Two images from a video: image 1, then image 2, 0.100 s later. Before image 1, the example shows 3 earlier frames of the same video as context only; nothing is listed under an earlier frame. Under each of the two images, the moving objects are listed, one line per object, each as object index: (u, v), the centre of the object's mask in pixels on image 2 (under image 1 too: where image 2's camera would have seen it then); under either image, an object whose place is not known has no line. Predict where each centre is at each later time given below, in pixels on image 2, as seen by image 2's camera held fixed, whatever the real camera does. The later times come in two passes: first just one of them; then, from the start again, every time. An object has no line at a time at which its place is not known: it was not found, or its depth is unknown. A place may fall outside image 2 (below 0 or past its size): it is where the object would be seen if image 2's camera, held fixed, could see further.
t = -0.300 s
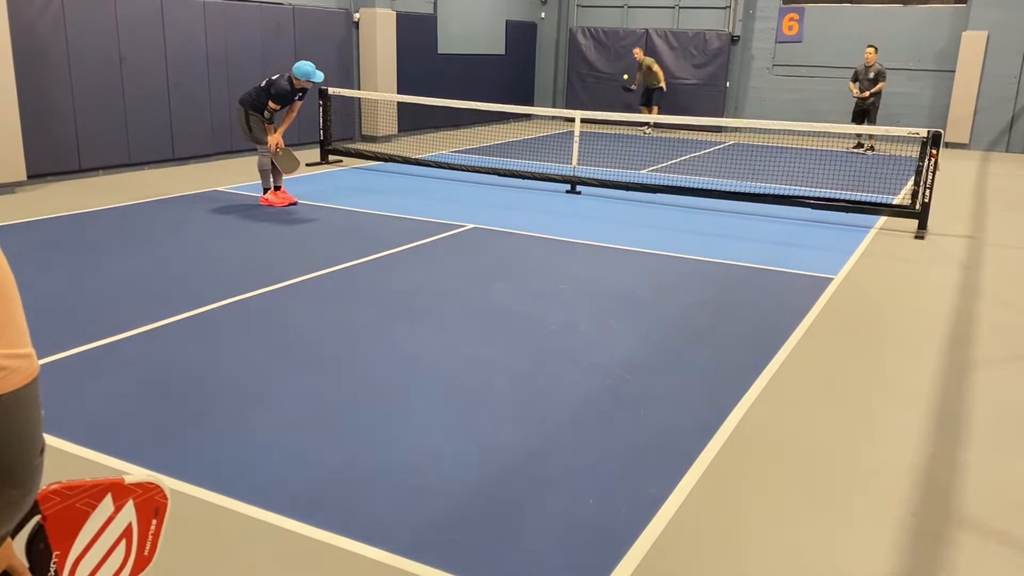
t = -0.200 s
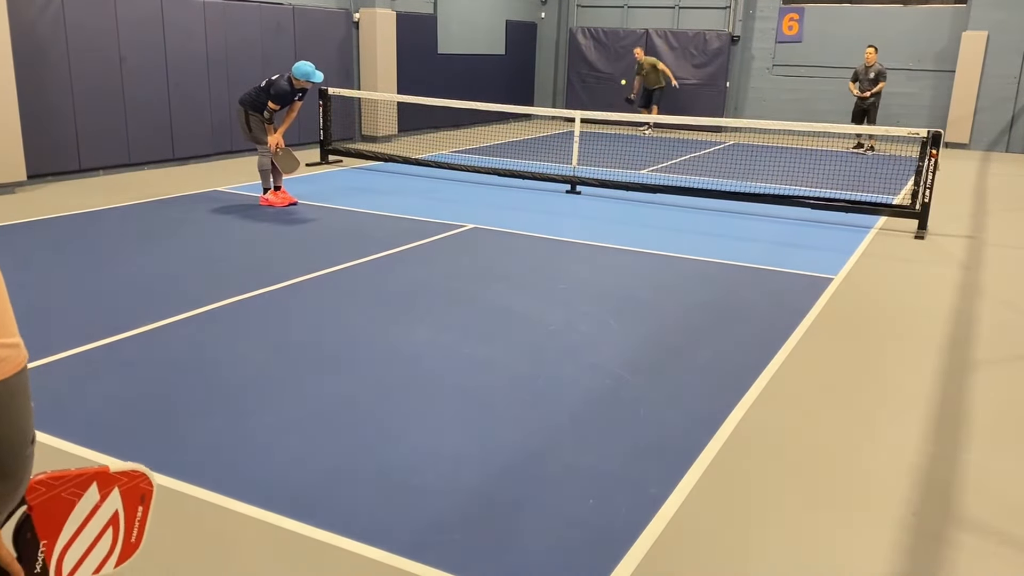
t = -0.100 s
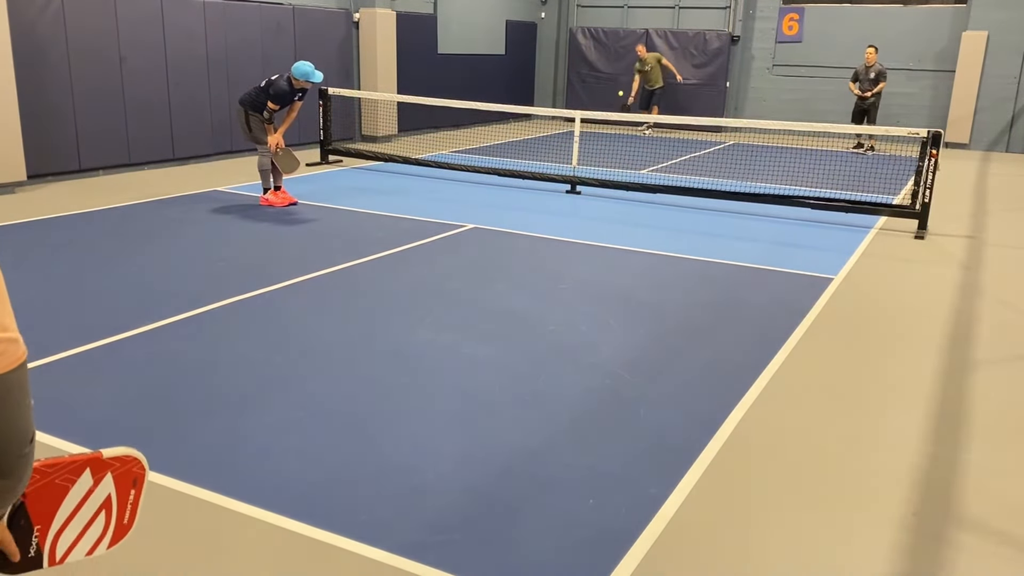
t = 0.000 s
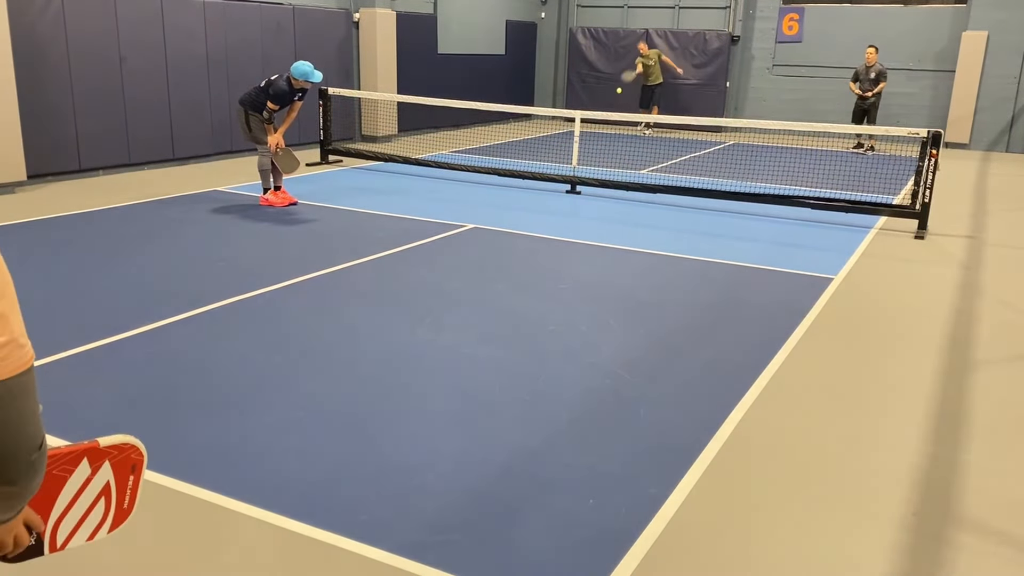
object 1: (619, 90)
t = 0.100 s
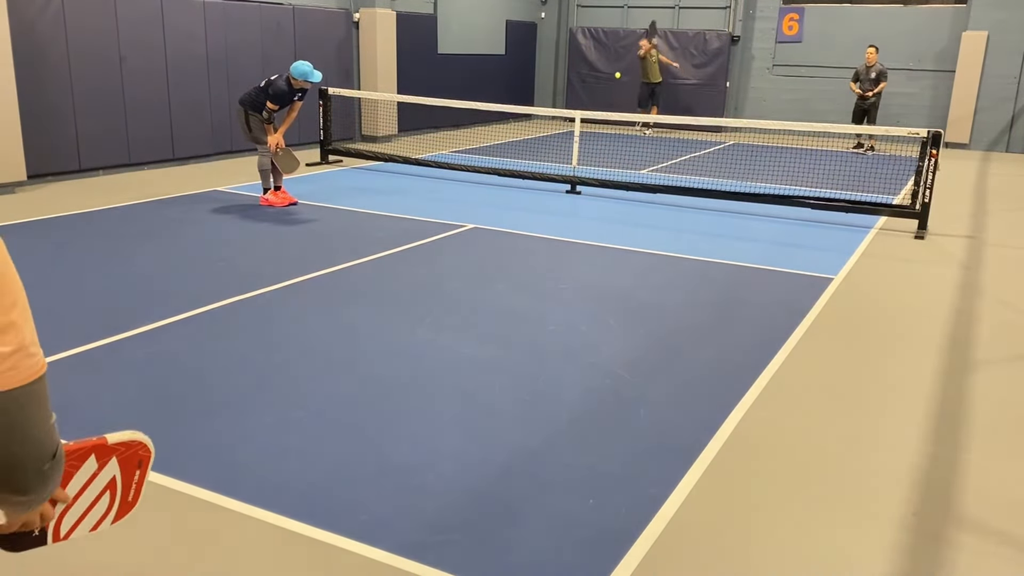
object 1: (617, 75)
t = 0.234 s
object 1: (614, 66)
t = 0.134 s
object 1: (617, 72)
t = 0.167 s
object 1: (616, 69)
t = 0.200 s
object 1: (615, 67)
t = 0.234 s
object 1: (614, 66)
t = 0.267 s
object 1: (612, 67)
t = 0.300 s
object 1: (610, 69)
